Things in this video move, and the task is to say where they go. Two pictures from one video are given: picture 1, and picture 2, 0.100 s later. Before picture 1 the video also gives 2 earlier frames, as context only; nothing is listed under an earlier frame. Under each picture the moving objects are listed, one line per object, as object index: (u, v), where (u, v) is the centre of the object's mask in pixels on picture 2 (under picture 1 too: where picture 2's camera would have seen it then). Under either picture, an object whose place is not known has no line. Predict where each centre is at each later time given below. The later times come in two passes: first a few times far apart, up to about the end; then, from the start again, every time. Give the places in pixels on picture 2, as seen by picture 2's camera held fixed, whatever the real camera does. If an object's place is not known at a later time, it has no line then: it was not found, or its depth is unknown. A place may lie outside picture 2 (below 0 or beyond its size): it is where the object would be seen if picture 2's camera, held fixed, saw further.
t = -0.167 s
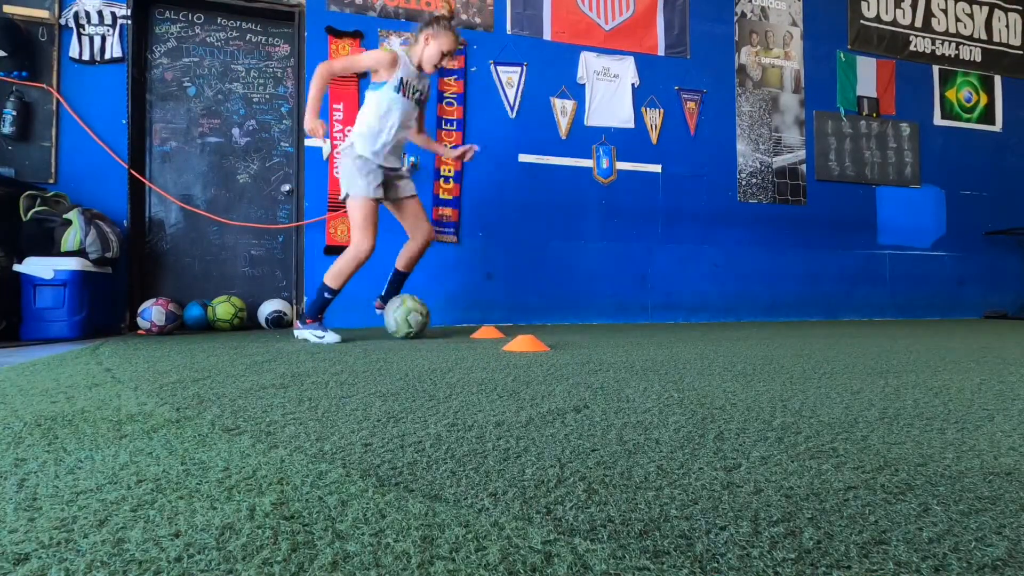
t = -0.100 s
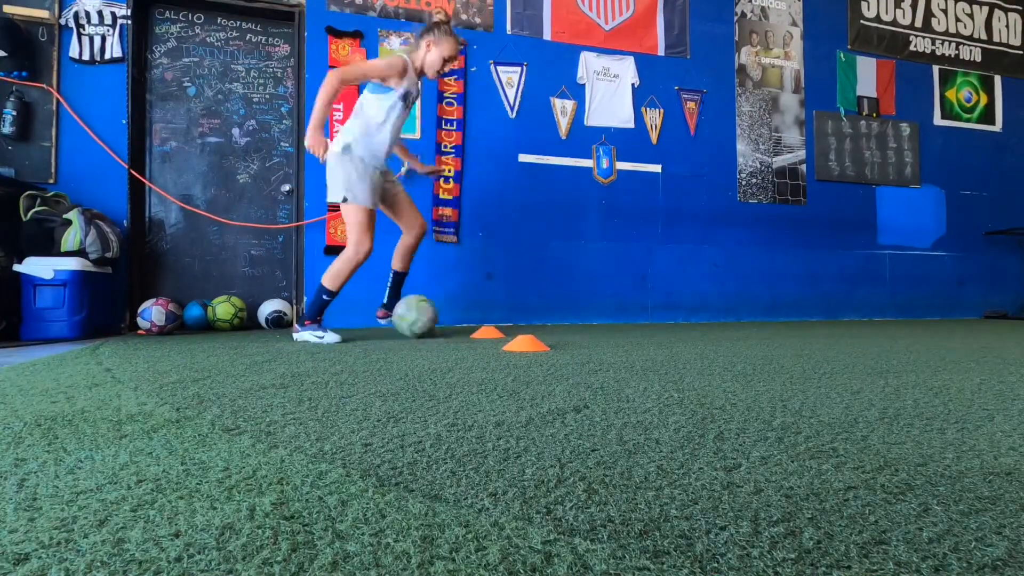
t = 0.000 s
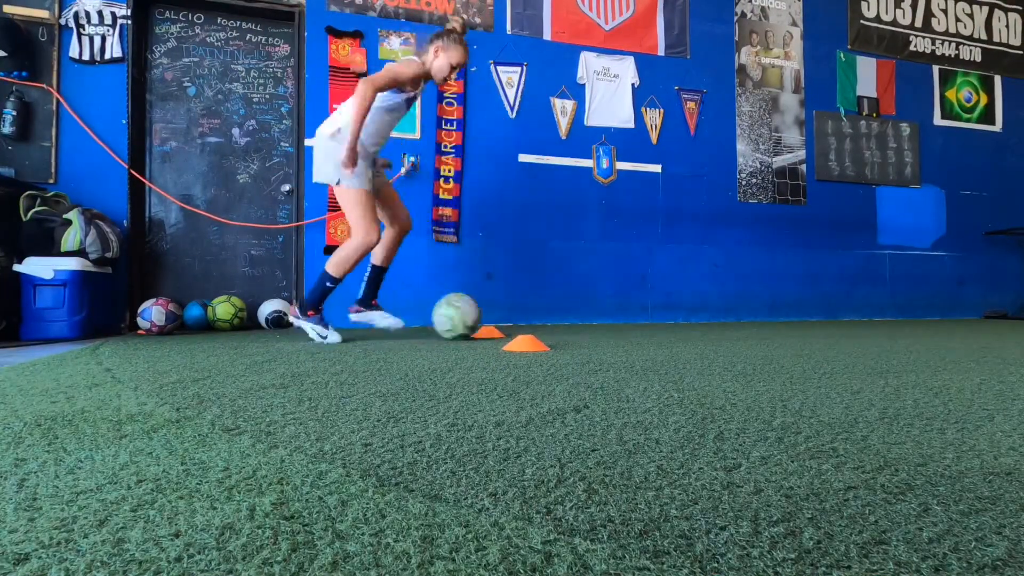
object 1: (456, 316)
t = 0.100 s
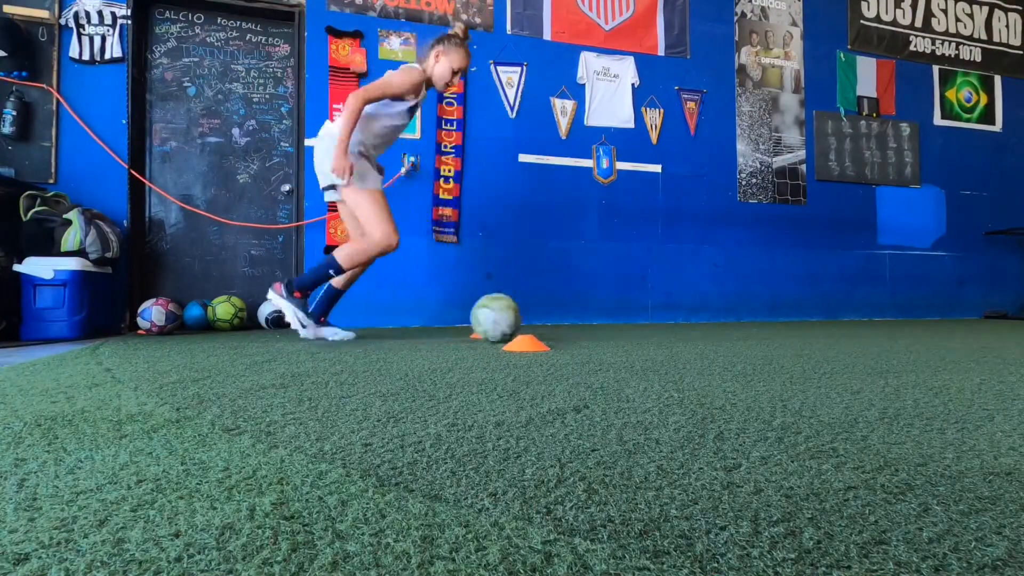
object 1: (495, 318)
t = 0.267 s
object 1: (564, 319)
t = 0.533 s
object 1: (703, 321)
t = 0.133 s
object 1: (508, 316)
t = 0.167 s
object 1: (521, 315)
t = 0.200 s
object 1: (535, 317)
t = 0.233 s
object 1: (550, 317)
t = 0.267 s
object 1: (564, 319)
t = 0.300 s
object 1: (580, 319)
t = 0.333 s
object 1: (595, 319)
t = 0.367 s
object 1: (612, 320)
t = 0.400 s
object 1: (628, 320)
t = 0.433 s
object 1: (647, 321)
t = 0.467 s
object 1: (664, 321)
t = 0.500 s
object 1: (683, 322)
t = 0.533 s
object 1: (703, 321)
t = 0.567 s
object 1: (724, 322)
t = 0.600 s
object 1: (746, 322)
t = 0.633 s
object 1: (767, 323)
